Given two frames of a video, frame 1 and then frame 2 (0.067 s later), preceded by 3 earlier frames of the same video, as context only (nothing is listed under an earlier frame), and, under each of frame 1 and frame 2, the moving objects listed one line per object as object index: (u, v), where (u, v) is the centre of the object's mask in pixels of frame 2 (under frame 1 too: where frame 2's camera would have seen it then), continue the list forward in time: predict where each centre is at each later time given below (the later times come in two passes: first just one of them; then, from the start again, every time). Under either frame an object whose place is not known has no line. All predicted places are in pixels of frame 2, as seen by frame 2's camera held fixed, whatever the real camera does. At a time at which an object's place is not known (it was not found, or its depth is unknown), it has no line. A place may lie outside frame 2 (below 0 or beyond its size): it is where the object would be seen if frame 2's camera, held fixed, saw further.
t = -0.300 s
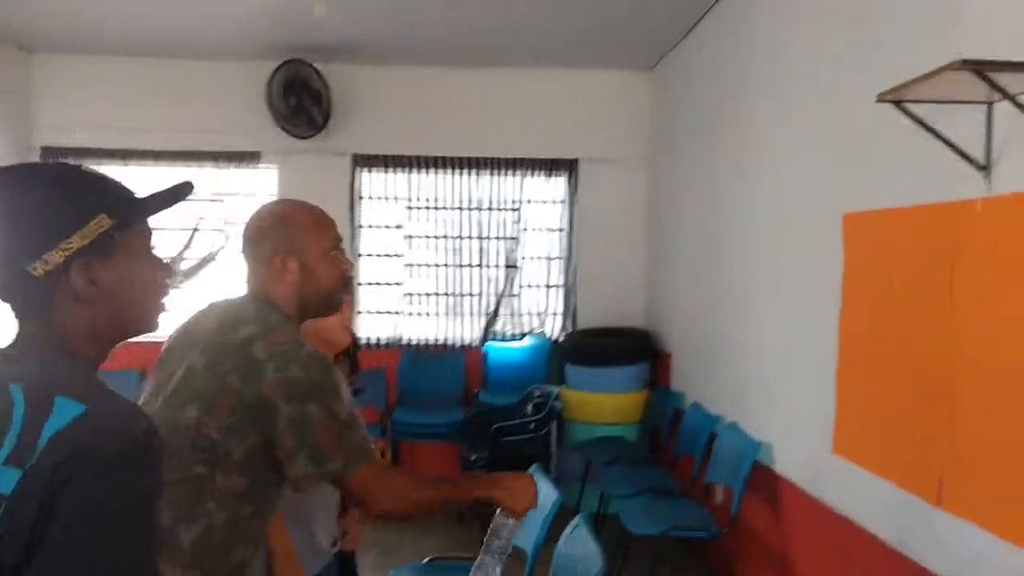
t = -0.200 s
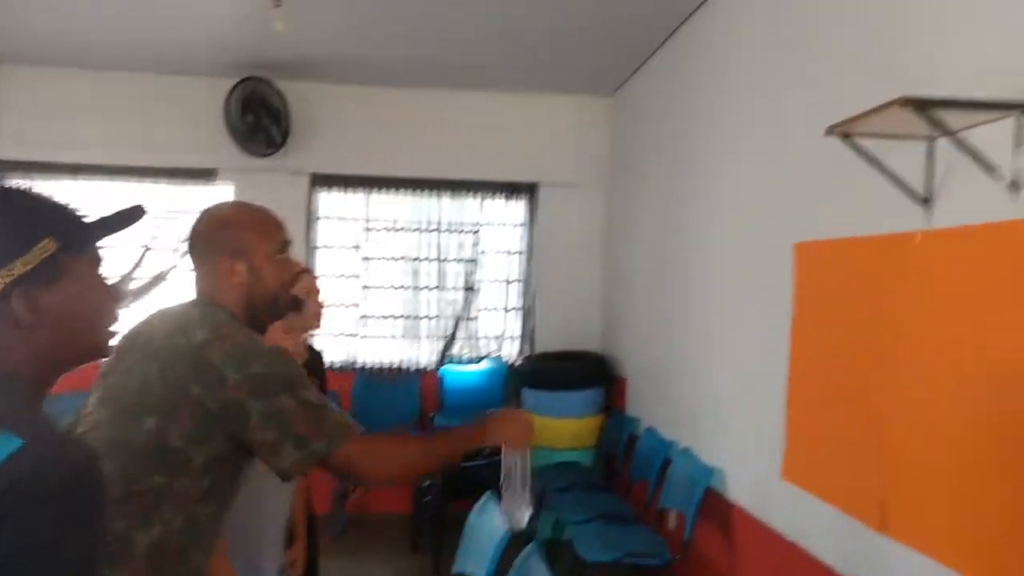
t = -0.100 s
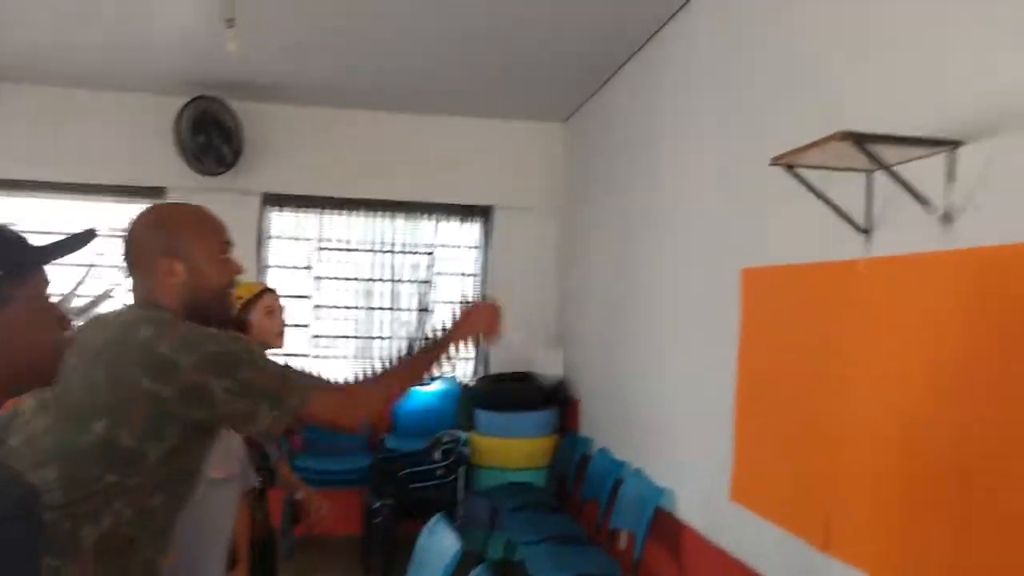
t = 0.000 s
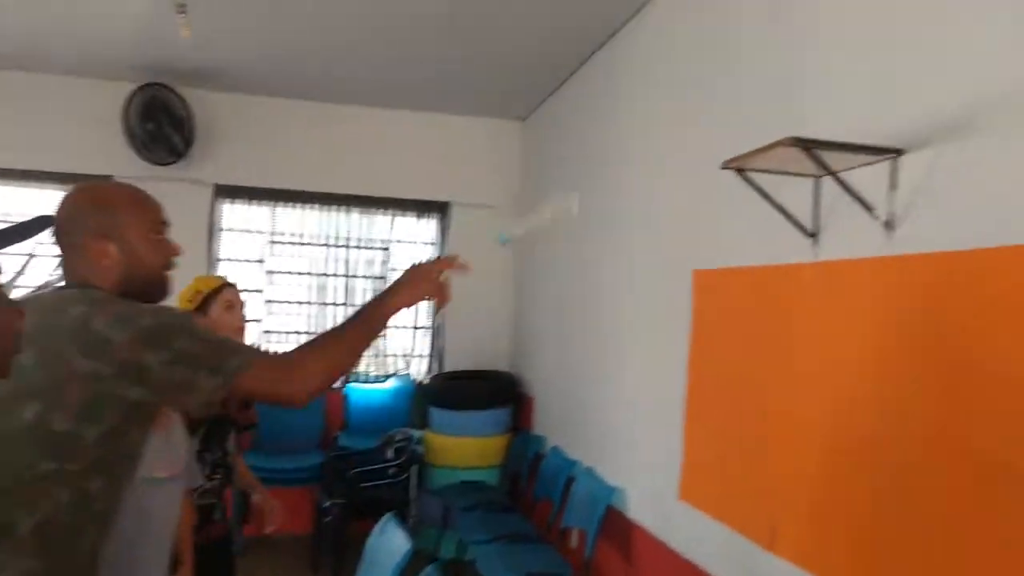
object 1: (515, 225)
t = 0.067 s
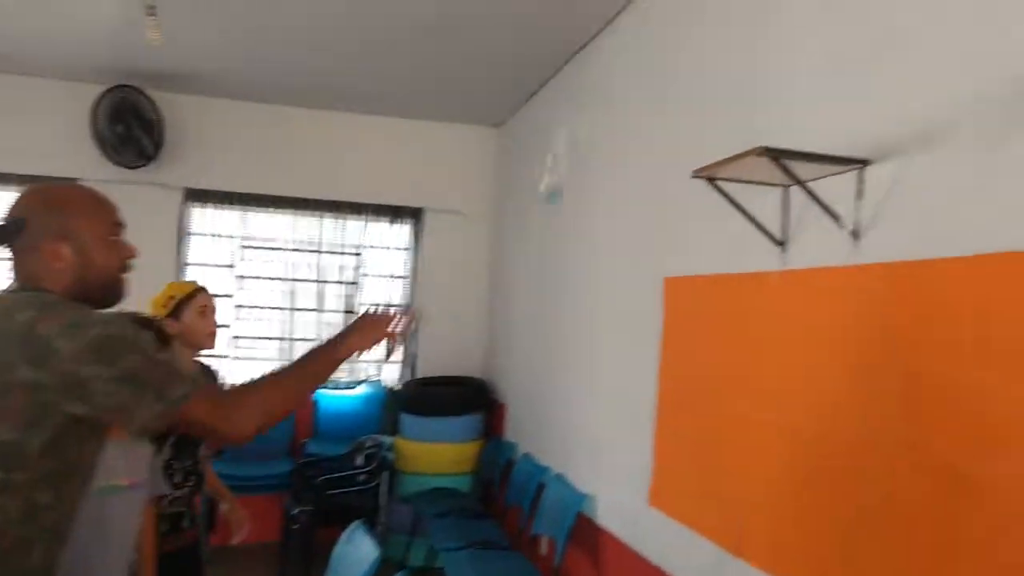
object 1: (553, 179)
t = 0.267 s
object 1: (693, 23)
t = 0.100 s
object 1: (587, 130)
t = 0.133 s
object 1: (612, 102)
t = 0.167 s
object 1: (640, 78)
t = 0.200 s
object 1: (658, 55)
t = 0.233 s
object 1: (677, 36)
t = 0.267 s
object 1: (693, 23)
